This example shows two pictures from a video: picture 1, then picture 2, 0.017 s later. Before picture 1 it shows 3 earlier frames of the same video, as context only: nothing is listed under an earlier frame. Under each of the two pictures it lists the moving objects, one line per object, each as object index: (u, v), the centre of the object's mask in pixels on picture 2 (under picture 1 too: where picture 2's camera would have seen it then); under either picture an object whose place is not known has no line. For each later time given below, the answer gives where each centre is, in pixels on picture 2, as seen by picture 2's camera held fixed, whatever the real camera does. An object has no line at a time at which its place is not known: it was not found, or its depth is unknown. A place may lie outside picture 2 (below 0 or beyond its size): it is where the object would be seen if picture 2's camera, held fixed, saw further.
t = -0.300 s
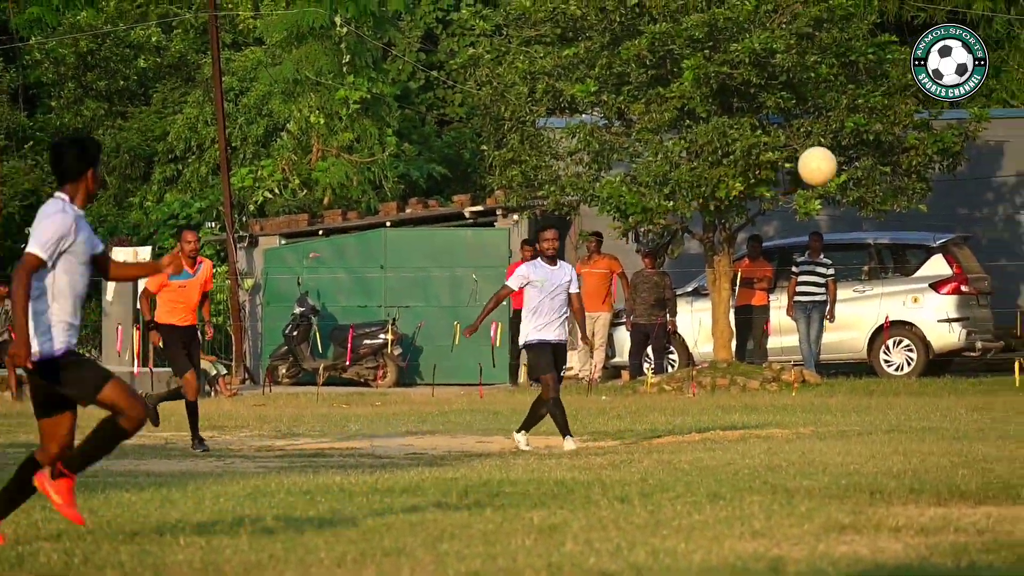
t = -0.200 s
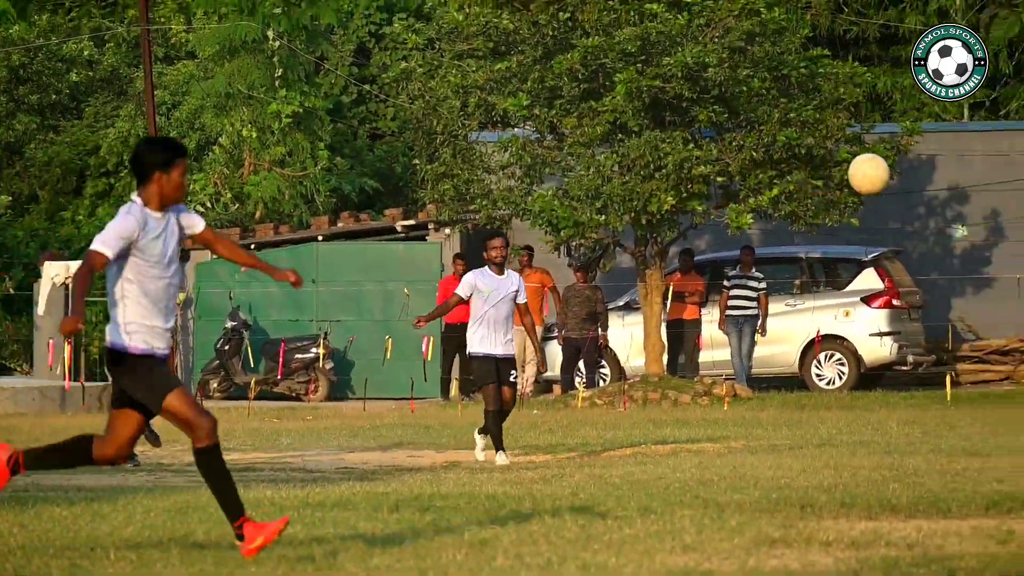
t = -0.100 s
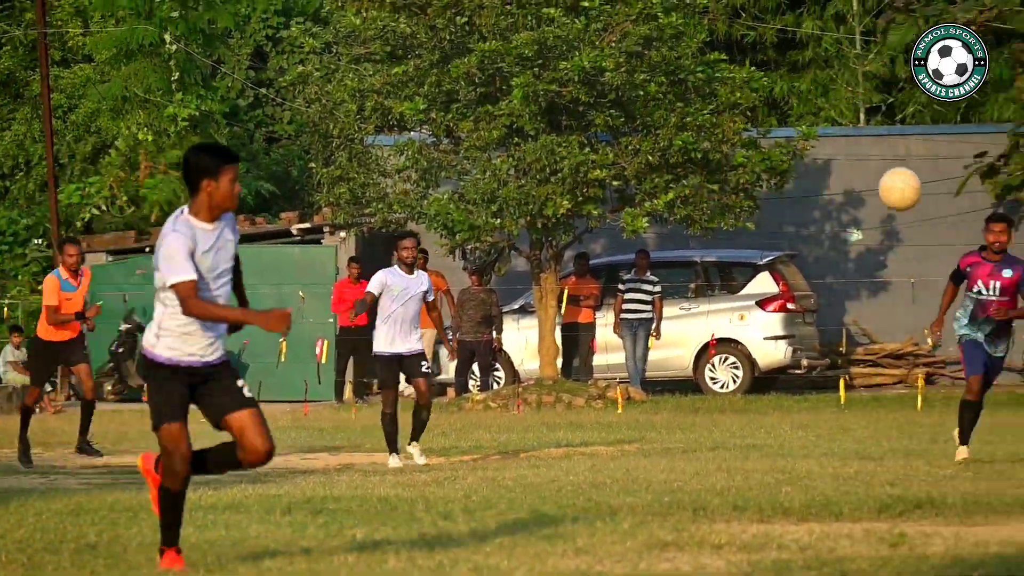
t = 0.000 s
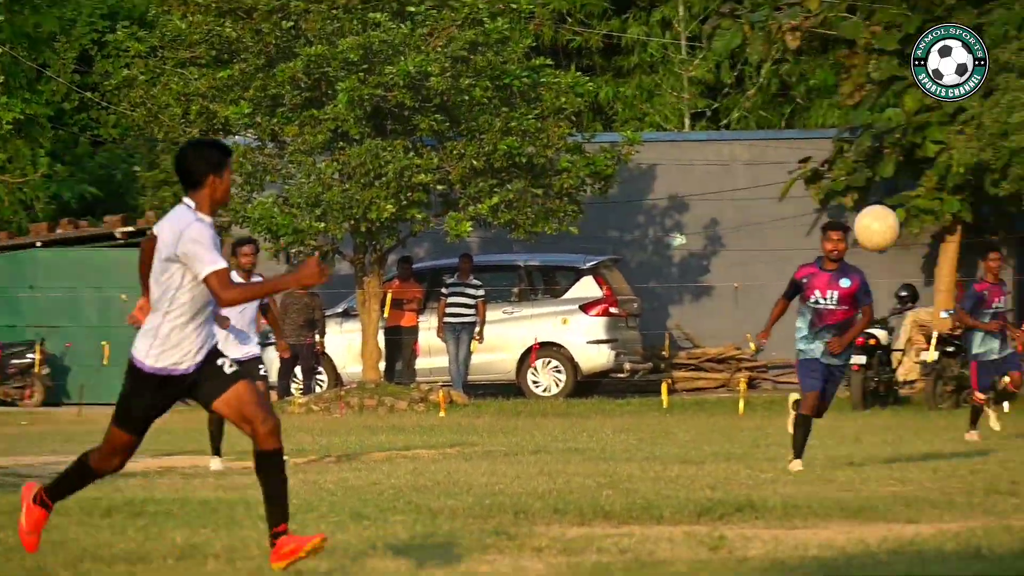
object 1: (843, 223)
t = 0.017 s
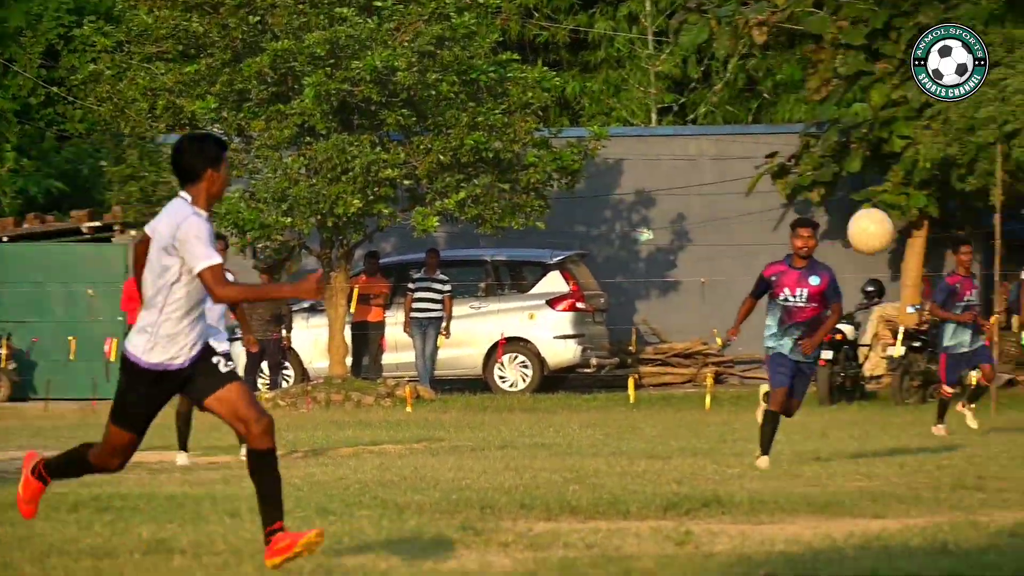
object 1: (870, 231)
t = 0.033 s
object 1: (898, 240)
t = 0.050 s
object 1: (928, 249)
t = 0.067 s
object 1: (956, 261)
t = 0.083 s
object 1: (986, 272)
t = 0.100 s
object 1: (1017, 285)
